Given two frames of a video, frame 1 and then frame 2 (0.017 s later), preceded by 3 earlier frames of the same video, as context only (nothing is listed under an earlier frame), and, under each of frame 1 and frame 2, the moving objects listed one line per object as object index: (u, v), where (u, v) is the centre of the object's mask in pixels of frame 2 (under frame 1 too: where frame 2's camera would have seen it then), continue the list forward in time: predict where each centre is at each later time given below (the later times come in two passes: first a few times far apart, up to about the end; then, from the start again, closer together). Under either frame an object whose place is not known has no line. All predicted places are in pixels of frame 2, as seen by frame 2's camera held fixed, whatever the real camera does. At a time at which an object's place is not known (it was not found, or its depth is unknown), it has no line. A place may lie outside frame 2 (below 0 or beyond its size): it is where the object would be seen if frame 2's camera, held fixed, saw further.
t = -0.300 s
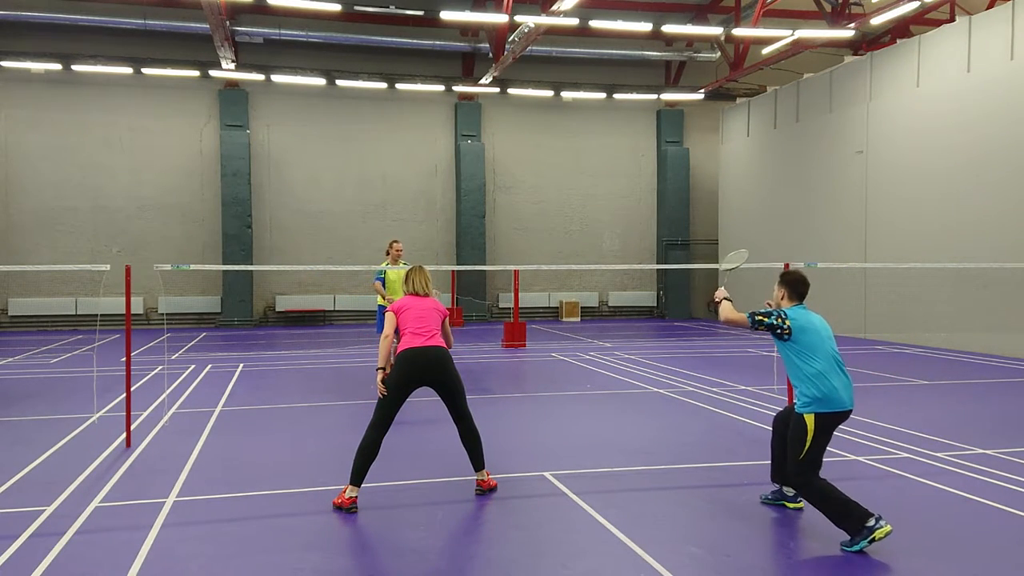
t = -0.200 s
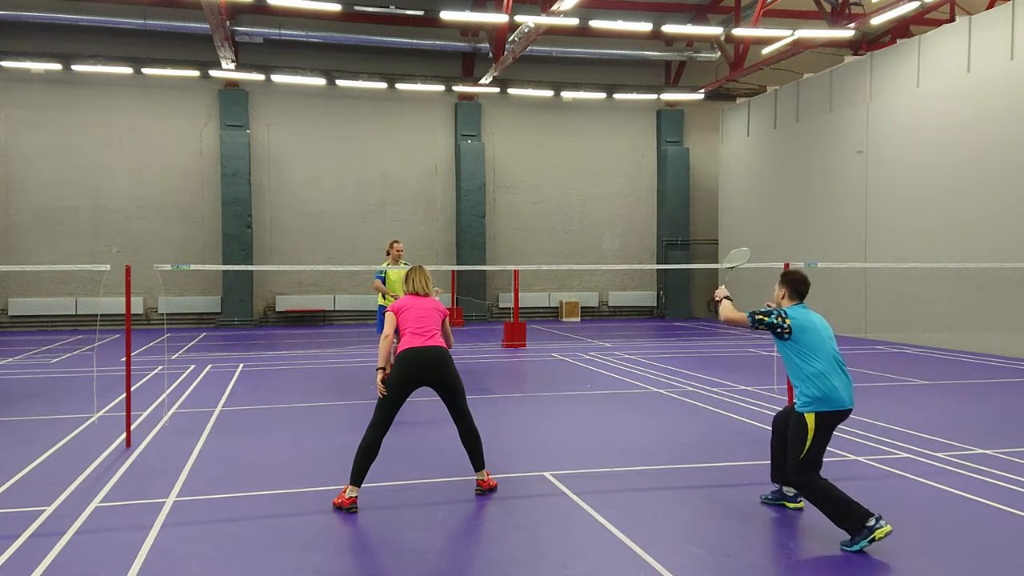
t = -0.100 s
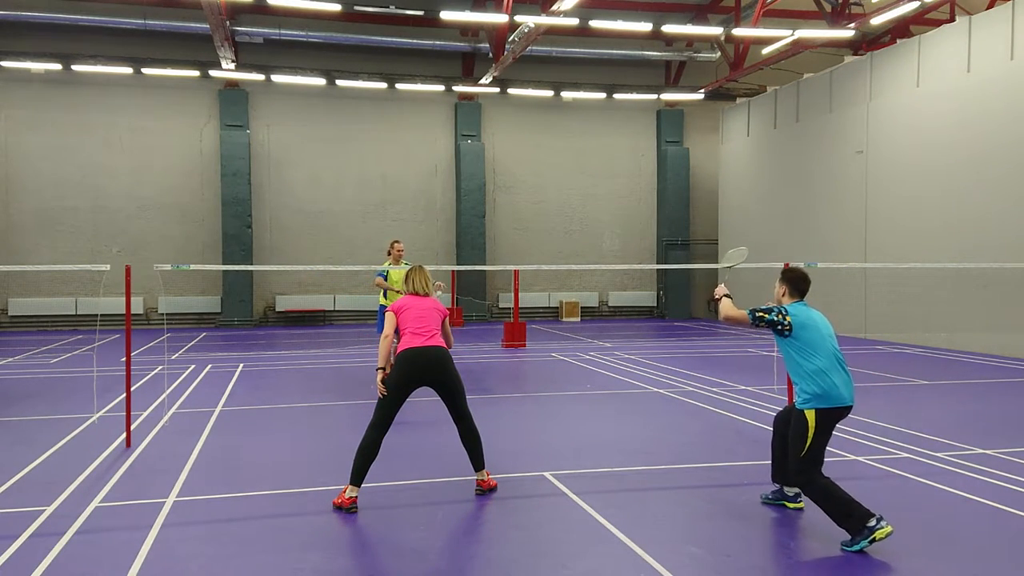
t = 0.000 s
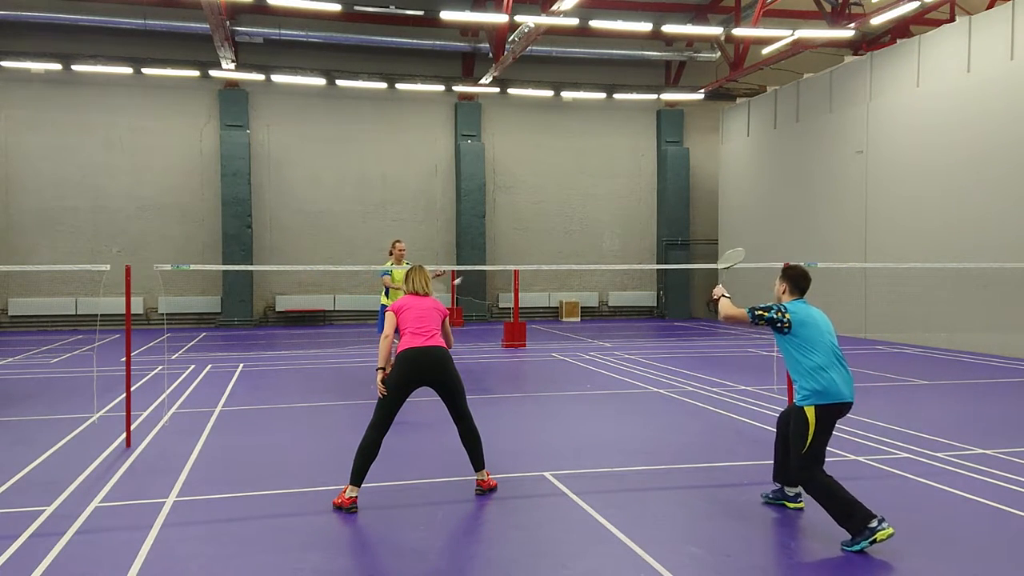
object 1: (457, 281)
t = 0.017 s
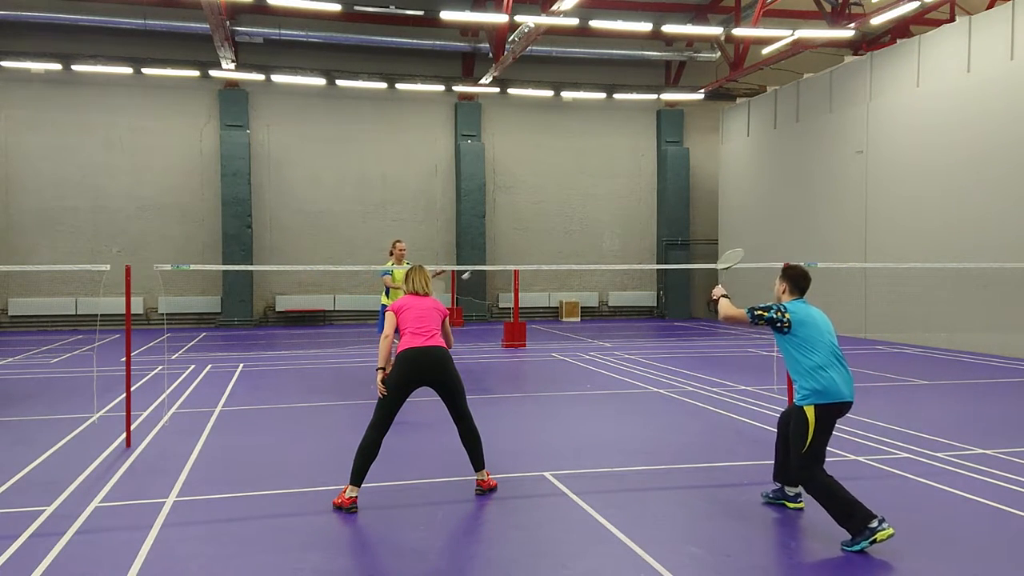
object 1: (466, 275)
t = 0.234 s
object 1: (560, 225)
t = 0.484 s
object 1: (658, 227)
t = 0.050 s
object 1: (482, 262)
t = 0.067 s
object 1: (489, 258)
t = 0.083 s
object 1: (497, 252)
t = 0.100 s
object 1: (503, 248)
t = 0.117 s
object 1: (510, 244)
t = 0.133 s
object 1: (517, 241)
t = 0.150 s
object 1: (524, 237)
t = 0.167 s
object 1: (532, 234)
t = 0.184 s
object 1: (539, 231)
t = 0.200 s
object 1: (546, 228)
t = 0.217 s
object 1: (553, 227)
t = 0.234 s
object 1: (560, 225)
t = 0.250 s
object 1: (566, 223)
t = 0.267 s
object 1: (573, 220)
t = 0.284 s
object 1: (580, 220)
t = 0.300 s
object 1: (586, 219)
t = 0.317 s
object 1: (593, 217)
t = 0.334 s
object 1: (599, 217)
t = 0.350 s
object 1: (606, 217)
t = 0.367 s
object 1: (612, 218)
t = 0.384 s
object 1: (619, 218)
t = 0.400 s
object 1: (625, 218)
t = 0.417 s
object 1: (631, 219)
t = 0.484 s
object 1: (658, 227)
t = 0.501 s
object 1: (663, 229)
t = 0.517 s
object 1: (670, 231)
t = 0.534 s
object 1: (676, 235)
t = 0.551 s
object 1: (682, 238)
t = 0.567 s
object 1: (688, 242)
